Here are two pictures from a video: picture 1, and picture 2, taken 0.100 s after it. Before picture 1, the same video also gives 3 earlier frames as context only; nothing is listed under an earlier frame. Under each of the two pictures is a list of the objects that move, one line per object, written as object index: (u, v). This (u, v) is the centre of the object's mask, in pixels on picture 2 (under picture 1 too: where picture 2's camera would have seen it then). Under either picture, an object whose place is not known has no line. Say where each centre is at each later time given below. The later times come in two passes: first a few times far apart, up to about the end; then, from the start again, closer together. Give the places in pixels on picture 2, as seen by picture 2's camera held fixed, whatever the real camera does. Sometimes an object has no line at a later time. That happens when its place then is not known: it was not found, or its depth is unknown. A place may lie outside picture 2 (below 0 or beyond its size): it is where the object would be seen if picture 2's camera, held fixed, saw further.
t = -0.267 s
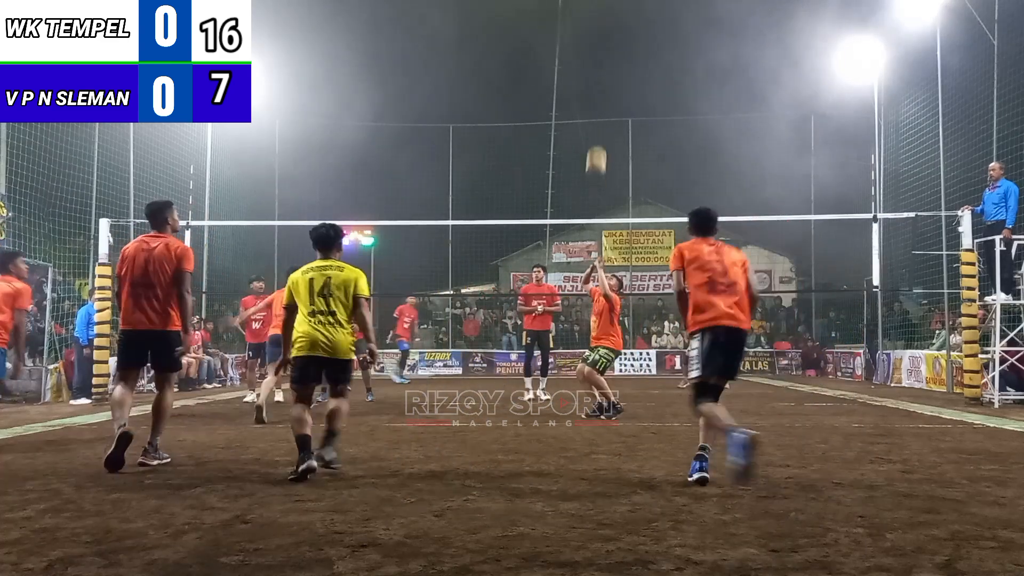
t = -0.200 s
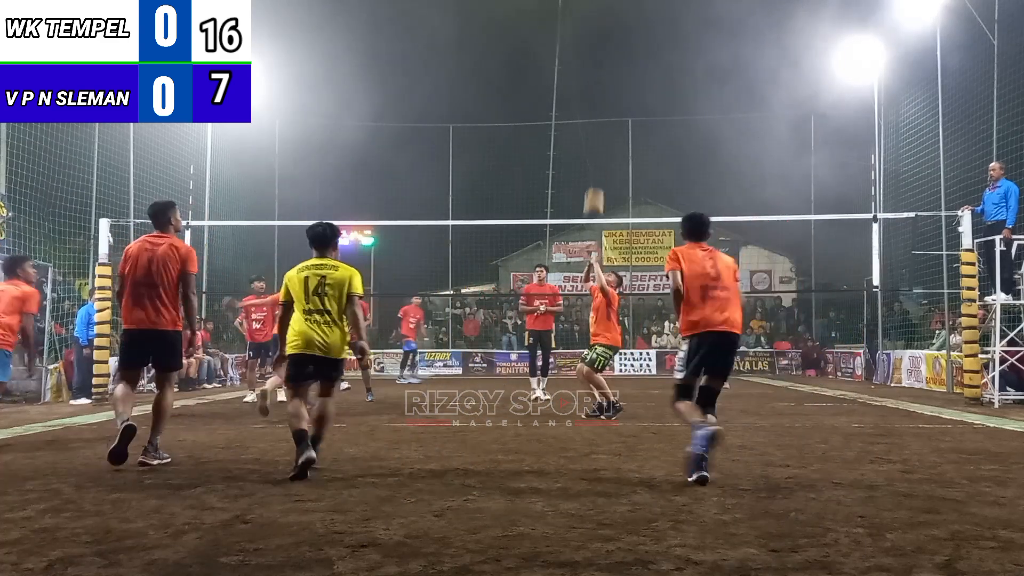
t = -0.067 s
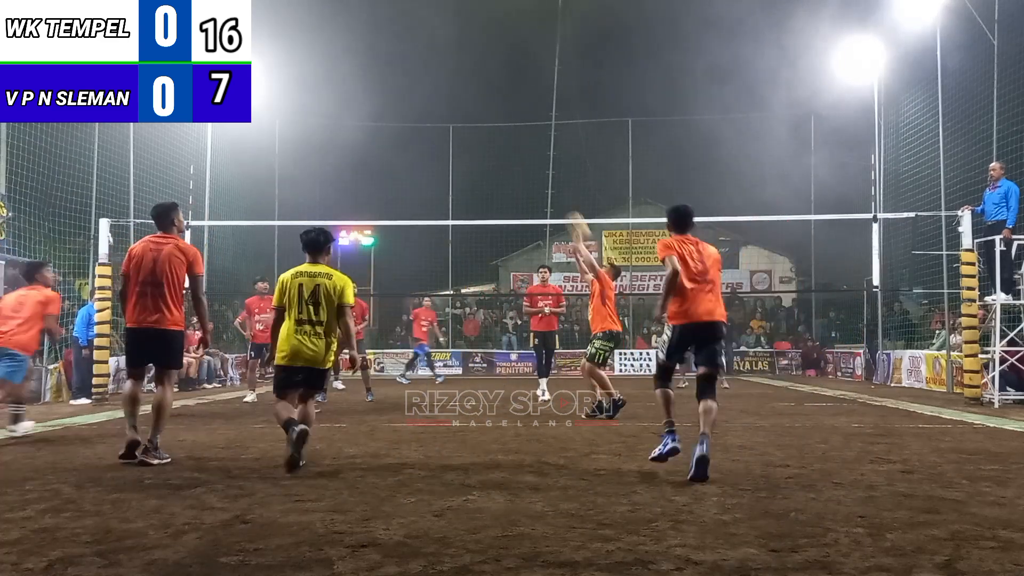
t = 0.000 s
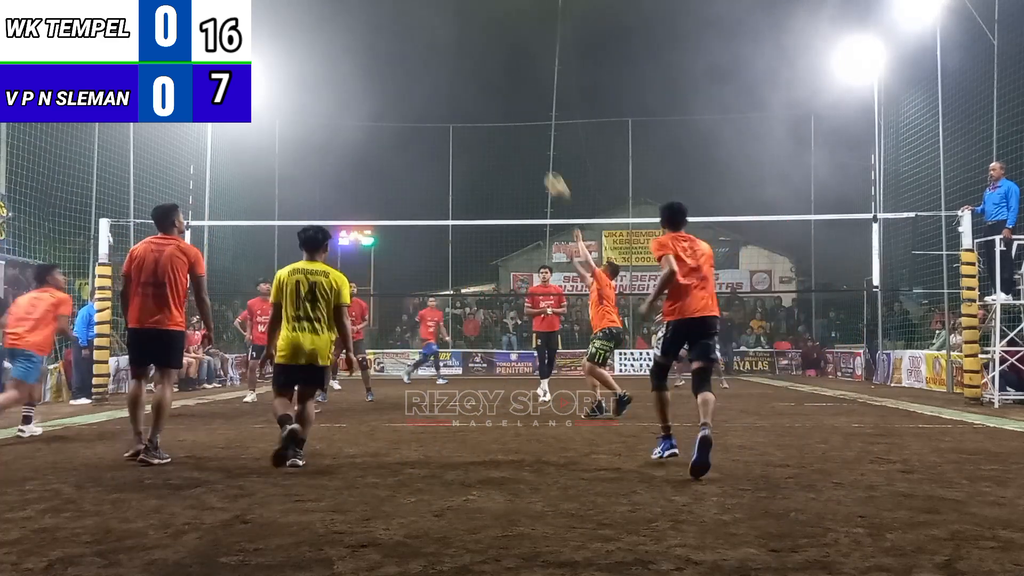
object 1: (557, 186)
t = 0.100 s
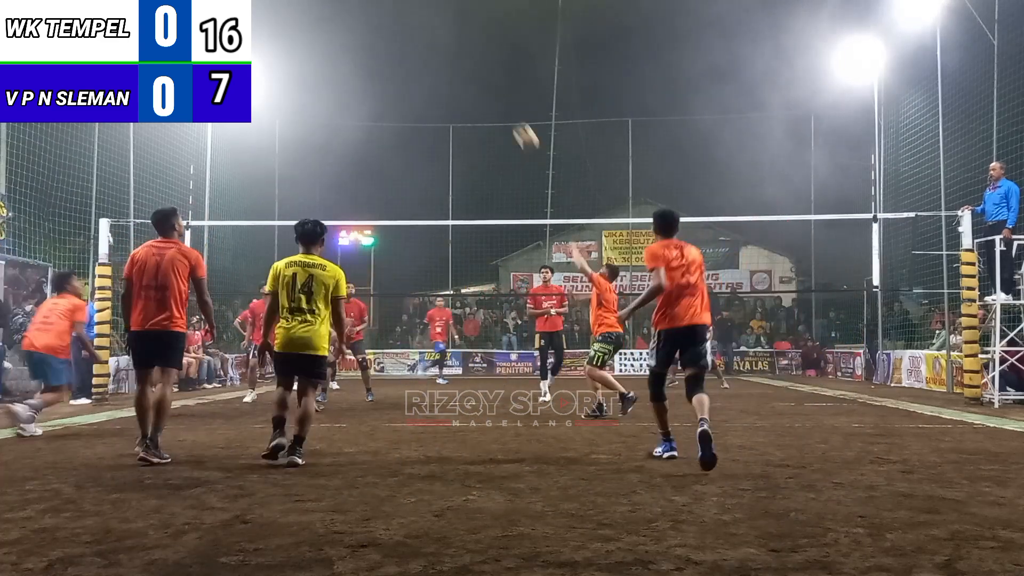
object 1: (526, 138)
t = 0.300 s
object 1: (468, 67)
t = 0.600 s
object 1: (389, 30)
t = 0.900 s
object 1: (317, 67)
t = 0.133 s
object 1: (516, 123)
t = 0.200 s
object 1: (496, 97)
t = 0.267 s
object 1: (477, 76)
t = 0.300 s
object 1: (468, 67)
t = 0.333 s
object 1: (459, 59)
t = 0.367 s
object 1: (449, 52)
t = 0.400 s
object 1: (441, 46)
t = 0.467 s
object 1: (423, 37)
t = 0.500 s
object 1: (414, 33)
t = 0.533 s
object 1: (405, 31)
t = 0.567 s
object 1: (397, 30)
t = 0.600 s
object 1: (389, 30)
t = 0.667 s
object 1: (372, 32)
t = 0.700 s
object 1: (363, 34)
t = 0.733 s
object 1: (356, 38)
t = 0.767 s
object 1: (348, 42)
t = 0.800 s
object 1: (340, 47)
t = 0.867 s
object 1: (324, 60)
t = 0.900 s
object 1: (317, 67)
